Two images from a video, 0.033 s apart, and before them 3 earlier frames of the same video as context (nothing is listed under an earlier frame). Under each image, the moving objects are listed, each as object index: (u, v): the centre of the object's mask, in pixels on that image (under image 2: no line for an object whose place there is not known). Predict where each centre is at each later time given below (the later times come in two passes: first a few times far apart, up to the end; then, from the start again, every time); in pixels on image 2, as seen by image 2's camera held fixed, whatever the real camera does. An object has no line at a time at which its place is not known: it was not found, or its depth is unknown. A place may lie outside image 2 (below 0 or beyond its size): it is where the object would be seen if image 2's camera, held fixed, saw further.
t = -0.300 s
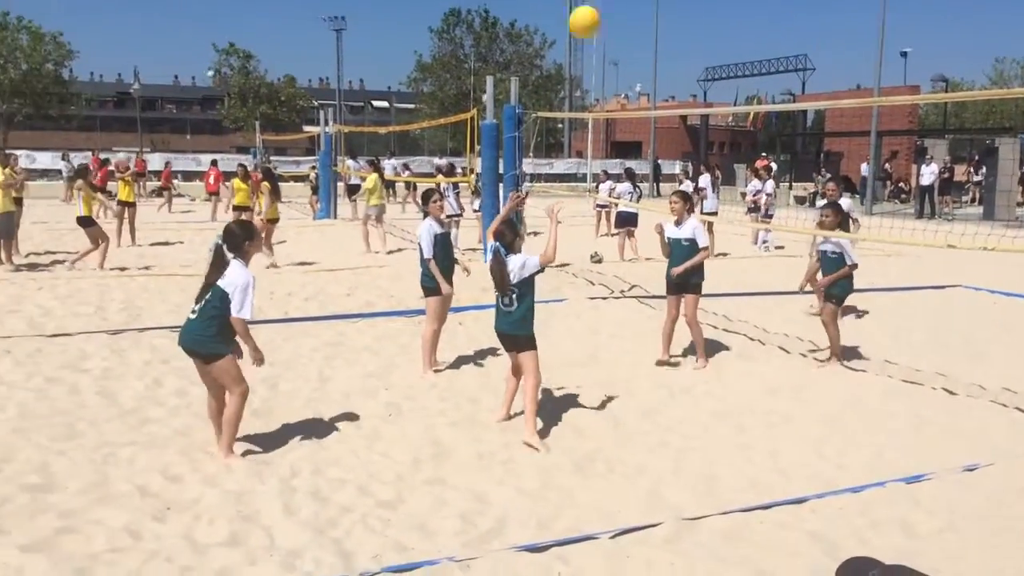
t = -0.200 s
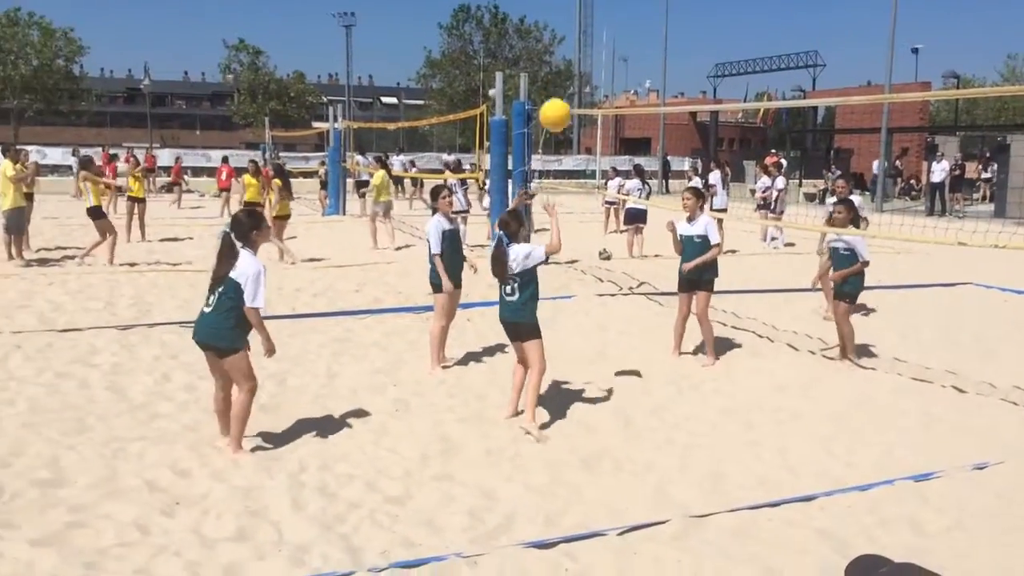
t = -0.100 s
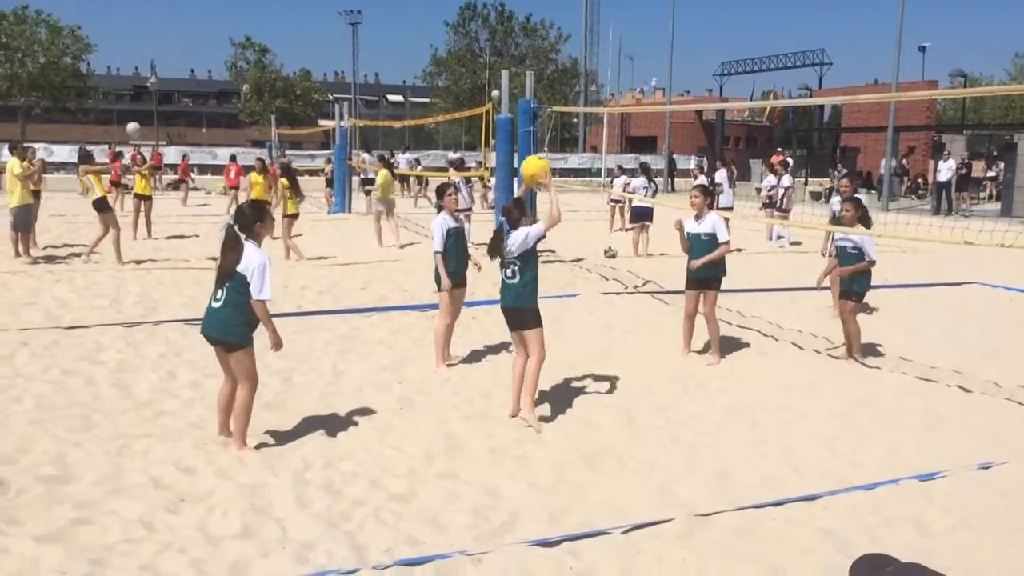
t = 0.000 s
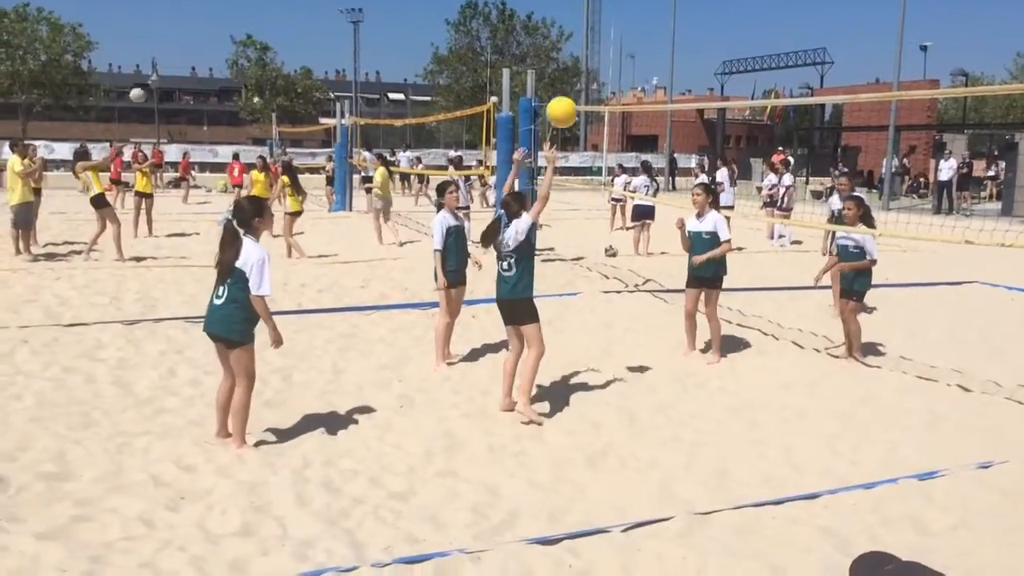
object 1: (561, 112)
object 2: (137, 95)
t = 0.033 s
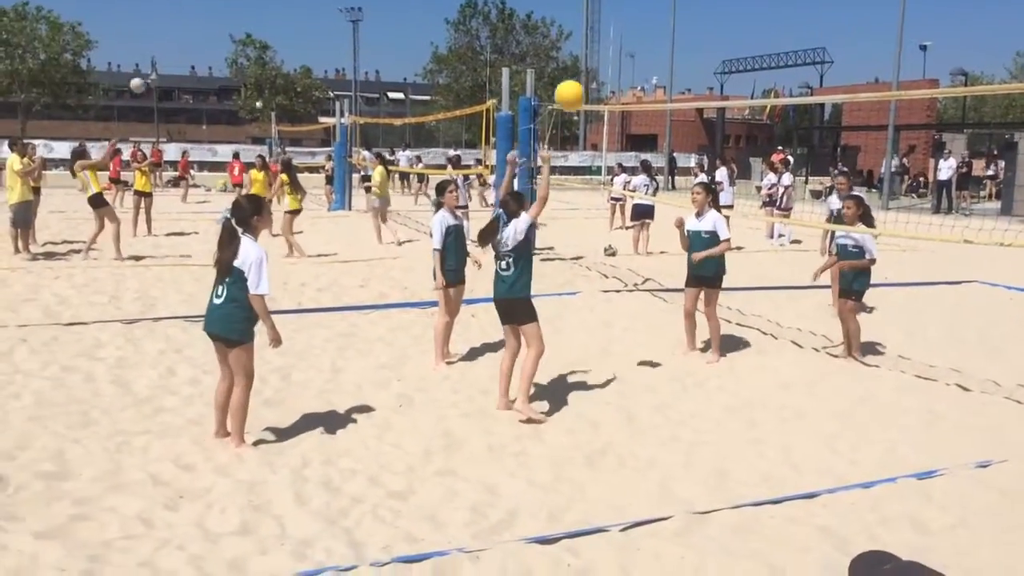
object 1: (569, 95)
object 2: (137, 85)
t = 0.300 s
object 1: (634, 34)
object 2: (146, 41)
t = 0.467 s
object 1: (670, 48)
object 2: (152, 39)
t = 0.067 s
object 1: (578, 82)
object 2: (138, 77)
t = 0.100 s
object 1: (587, 70)
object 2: (139, 70)
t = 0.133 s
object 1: (595, 60)
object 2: (140, 64)
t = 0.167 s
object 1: (603, 51)
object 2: (141, 58)
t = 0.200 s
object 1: (610, 44)
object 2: (142, 52)
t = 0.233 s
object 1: (619, 39)
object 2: (144, 46)
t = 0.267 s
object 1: (627, 36)
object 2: (145, 44)
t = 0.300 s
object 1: (634, 34)
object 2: (146, 41)
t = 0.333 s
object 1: (642, 33)
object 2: (147, 39)
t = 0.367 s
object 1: (649, 35)
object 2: (148, 39)
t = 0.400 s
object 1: (656, 38)
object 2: (150, 38)
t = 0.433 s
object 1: (663, 42)
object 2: (151, 38)
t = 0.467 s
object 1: (670, 48)
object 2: (152, 39)
